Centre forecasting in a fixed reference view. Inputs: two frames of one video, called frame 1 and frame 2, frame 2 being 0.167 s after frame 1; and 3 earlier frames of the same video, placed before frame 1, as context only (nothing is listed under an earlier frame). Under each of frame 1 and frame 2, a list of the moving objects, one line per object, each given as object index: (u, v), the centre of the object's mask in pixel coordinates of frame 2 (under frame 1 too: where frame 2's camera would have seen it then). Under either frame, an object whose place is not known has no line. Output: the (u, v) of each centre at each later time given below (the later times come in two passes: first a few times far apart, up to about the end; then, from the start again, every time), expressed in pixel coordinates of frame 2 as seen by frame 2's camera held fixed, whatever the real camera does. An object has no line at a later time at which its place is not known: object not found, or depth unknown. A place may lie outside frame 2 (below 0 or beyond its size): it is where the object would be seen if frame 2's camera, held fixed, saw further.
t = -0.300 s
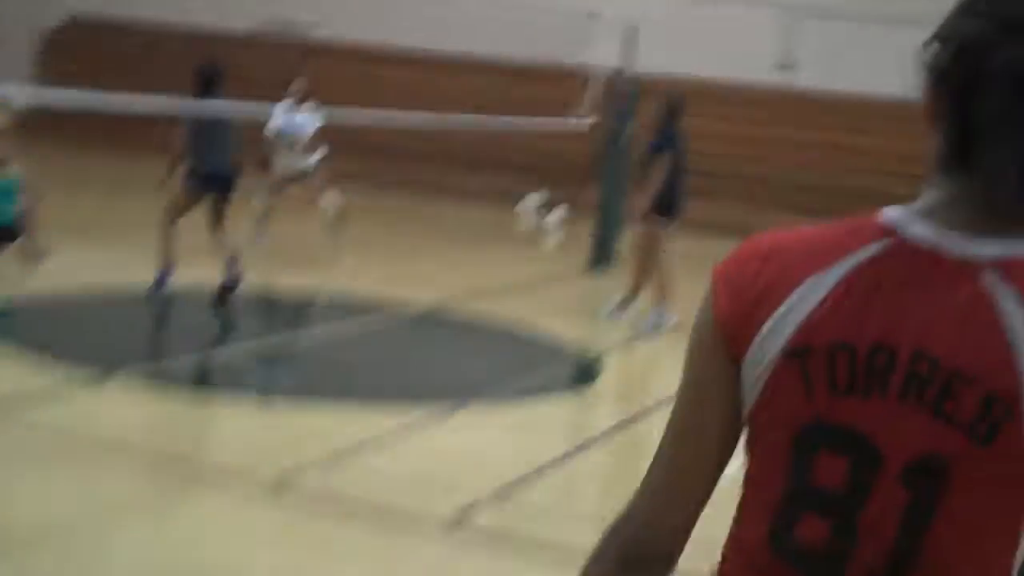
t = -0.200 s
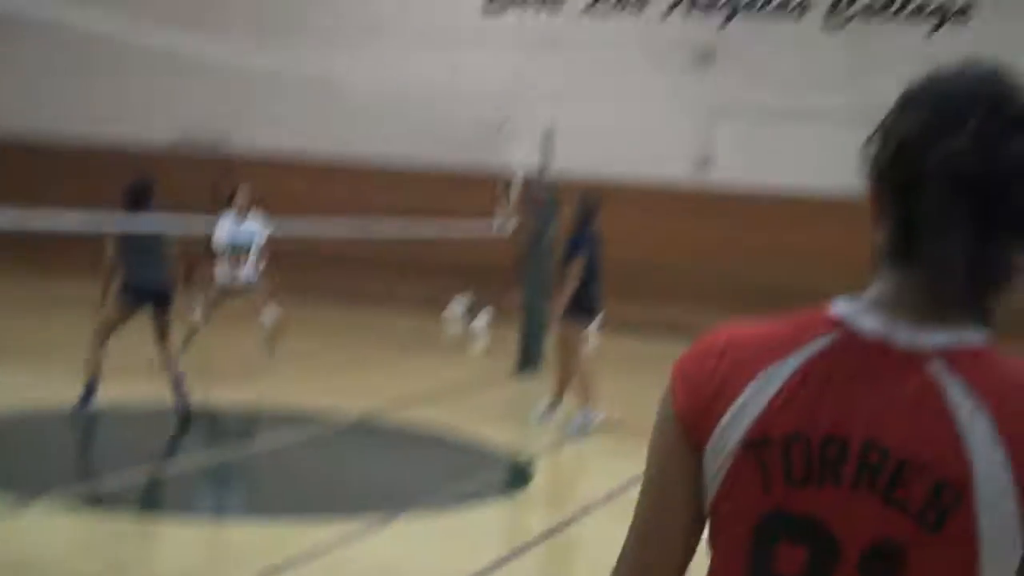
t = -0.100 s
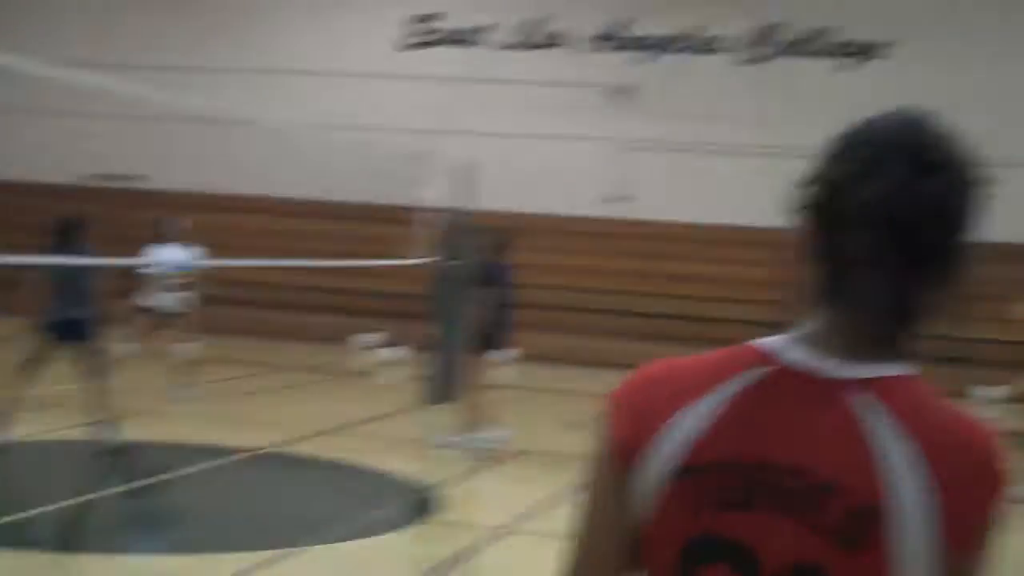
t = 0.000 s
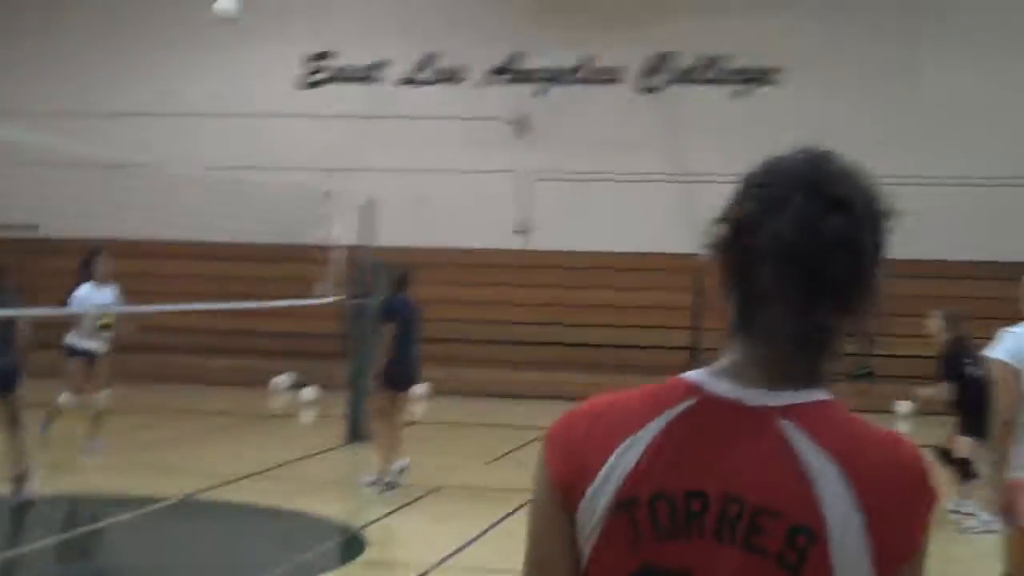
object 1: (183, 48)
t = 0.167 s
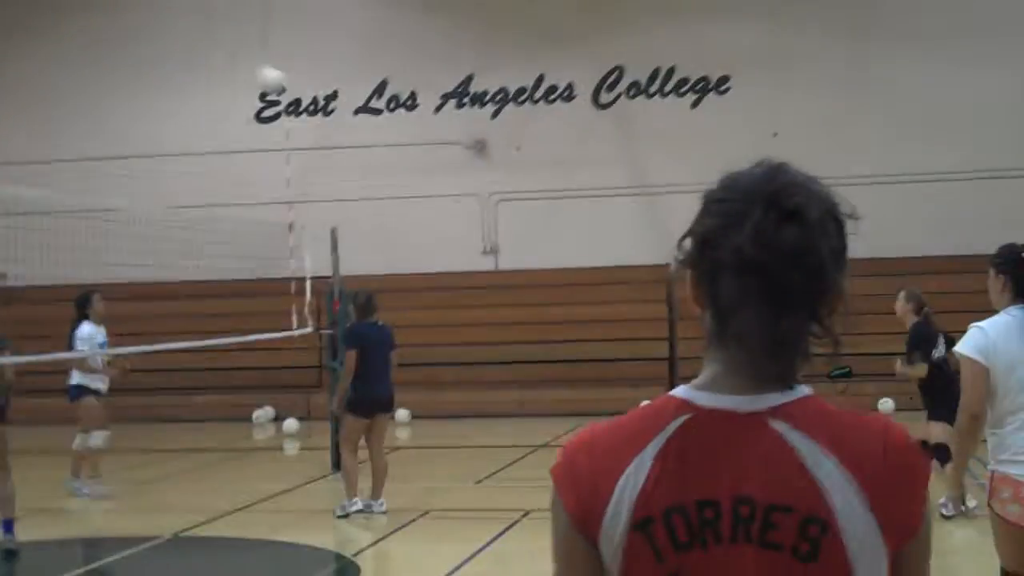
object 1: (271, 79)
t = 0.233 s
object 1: (309, 99)
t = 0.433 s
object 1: (410, 185)
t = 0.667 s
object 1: (517, 342)
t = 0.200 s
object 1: (289, 90)
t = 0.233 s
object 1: (309, 99)
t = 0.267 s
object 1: (328, 109)
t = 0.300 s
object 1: (345, 122)
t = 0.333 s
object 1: (361, 136)
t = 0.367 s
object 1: (376, 147)
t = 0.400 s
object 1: (394, 165)
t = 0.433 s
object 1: (410, 185)
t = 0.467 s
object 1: (427, 207)
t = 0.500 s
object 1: (443, 226)
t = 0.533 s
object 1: (458, 244)
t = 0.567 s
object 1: (475, 272)
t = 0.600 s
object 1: (488, 293)
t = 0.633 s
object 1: (503, 317)
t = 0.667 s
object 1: (517, 342)
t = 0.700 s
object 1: (530, 368)
